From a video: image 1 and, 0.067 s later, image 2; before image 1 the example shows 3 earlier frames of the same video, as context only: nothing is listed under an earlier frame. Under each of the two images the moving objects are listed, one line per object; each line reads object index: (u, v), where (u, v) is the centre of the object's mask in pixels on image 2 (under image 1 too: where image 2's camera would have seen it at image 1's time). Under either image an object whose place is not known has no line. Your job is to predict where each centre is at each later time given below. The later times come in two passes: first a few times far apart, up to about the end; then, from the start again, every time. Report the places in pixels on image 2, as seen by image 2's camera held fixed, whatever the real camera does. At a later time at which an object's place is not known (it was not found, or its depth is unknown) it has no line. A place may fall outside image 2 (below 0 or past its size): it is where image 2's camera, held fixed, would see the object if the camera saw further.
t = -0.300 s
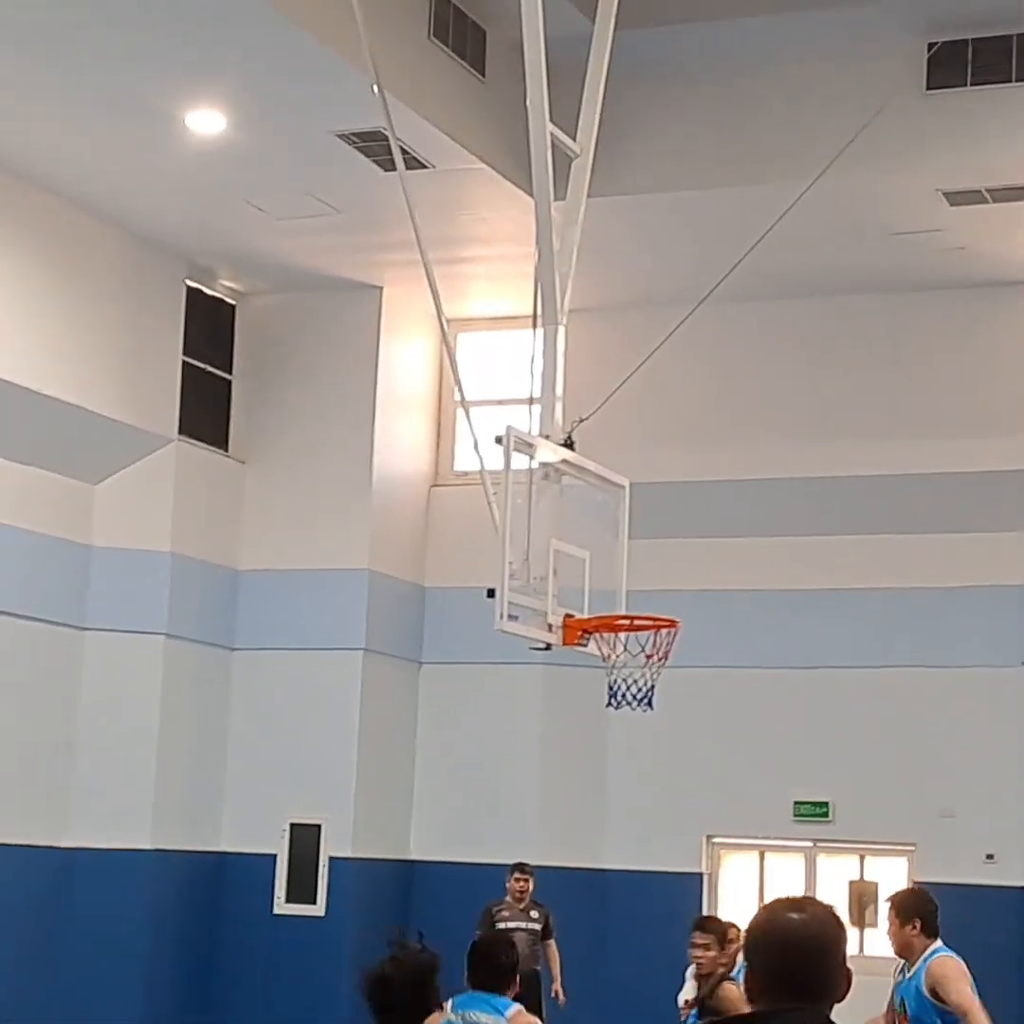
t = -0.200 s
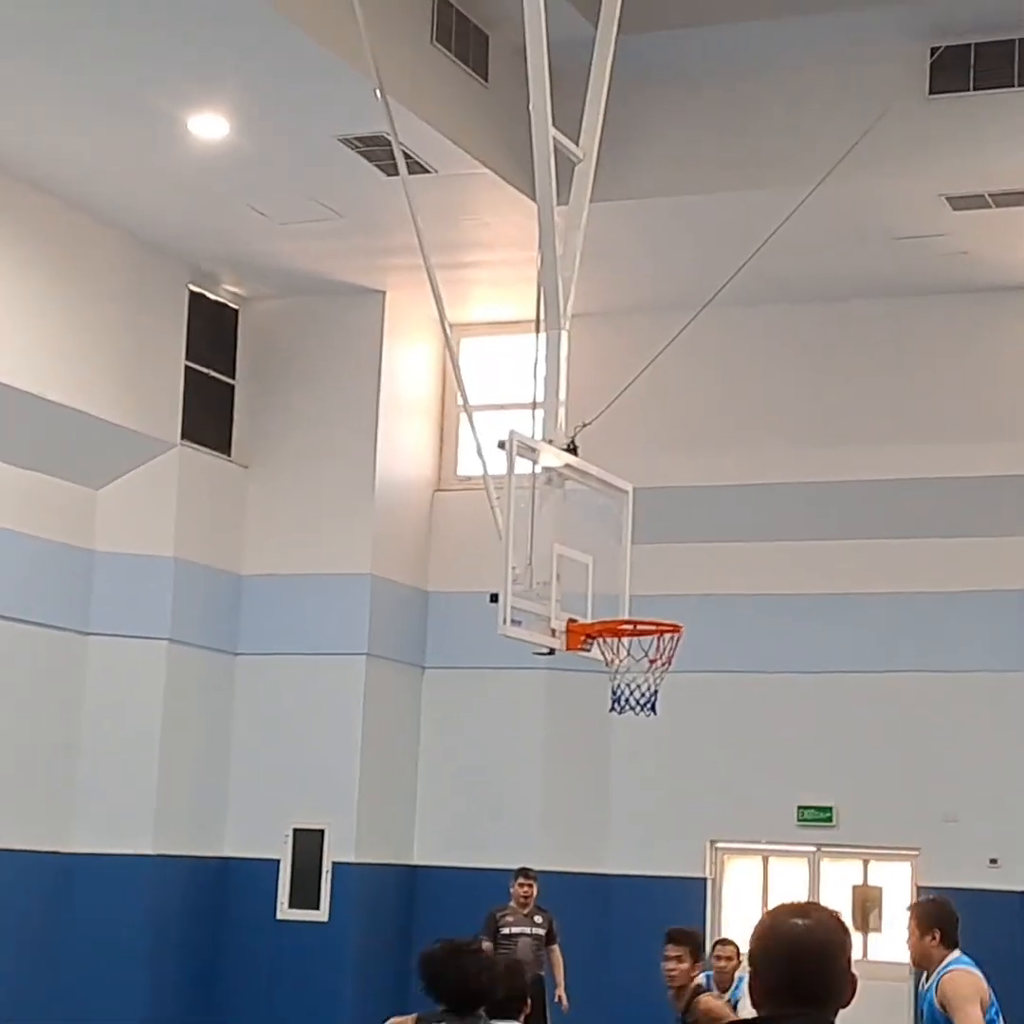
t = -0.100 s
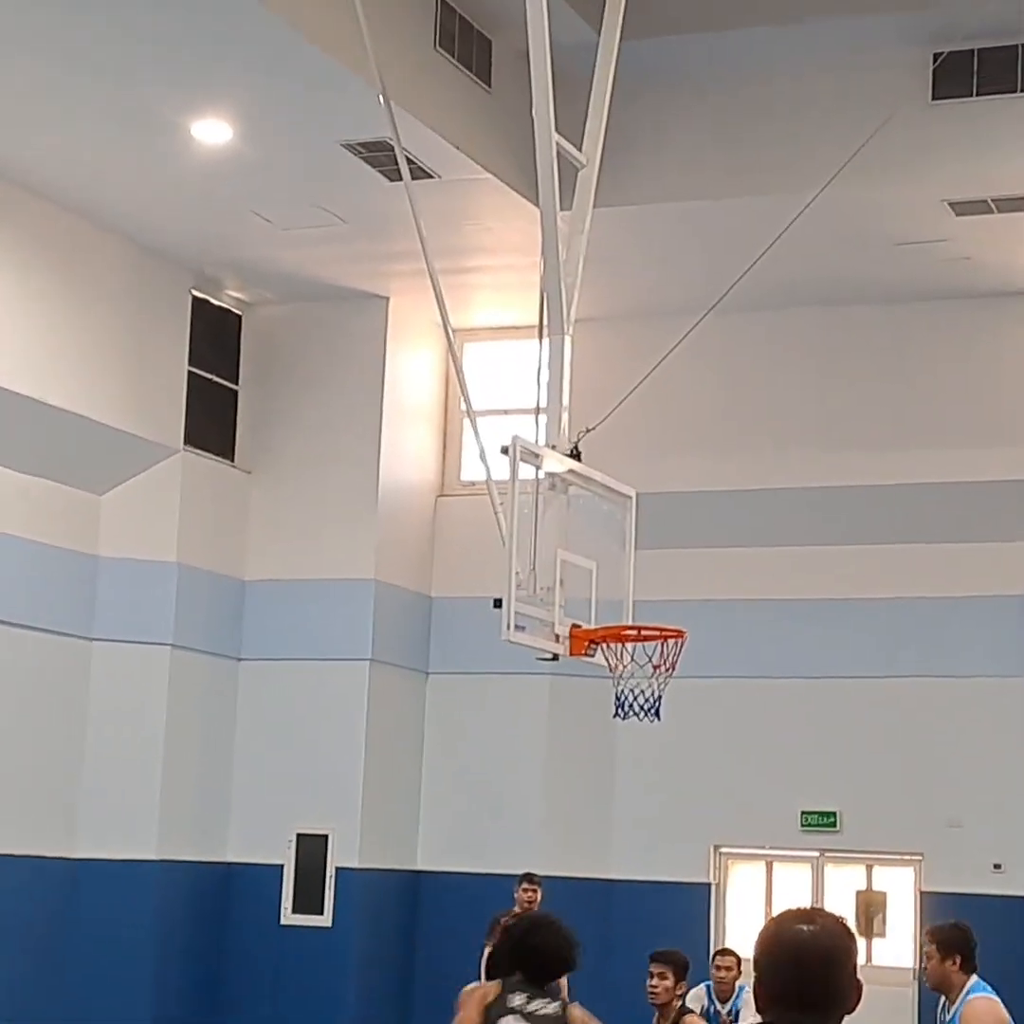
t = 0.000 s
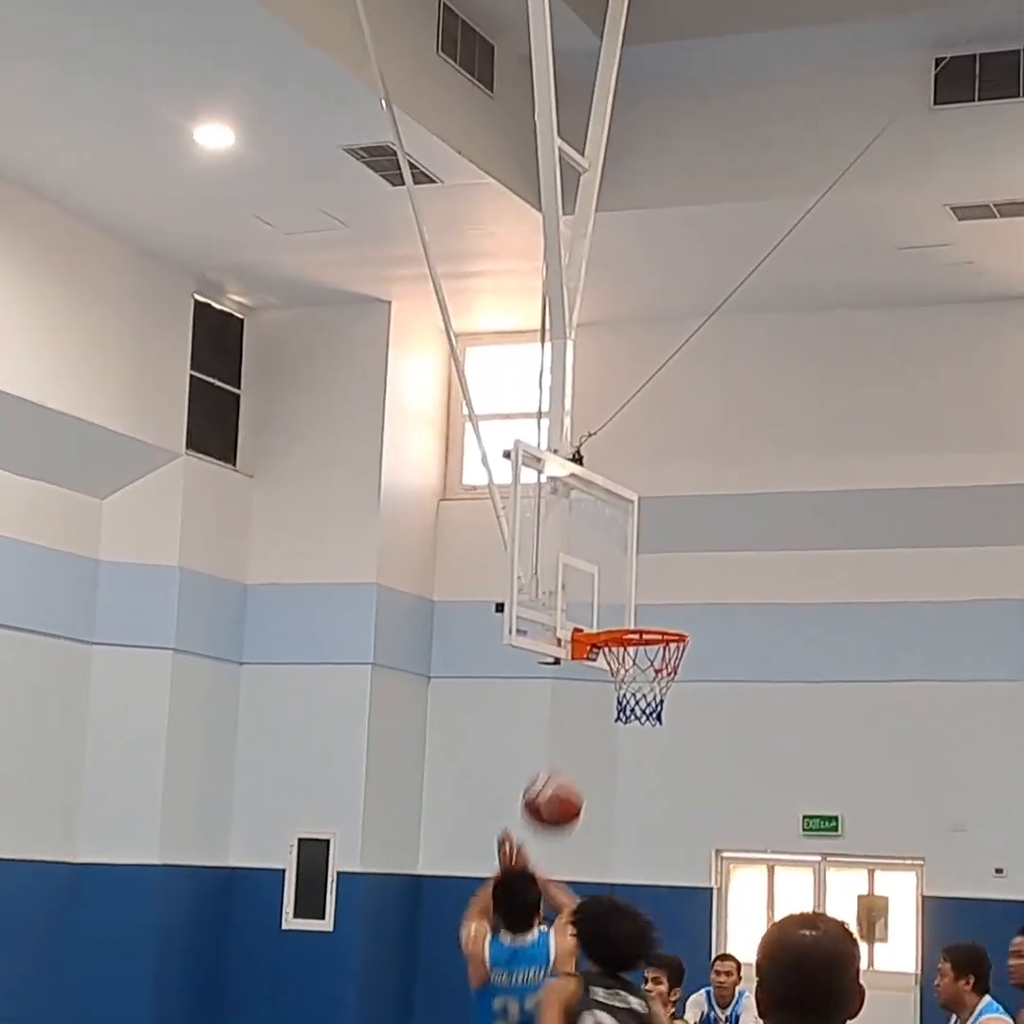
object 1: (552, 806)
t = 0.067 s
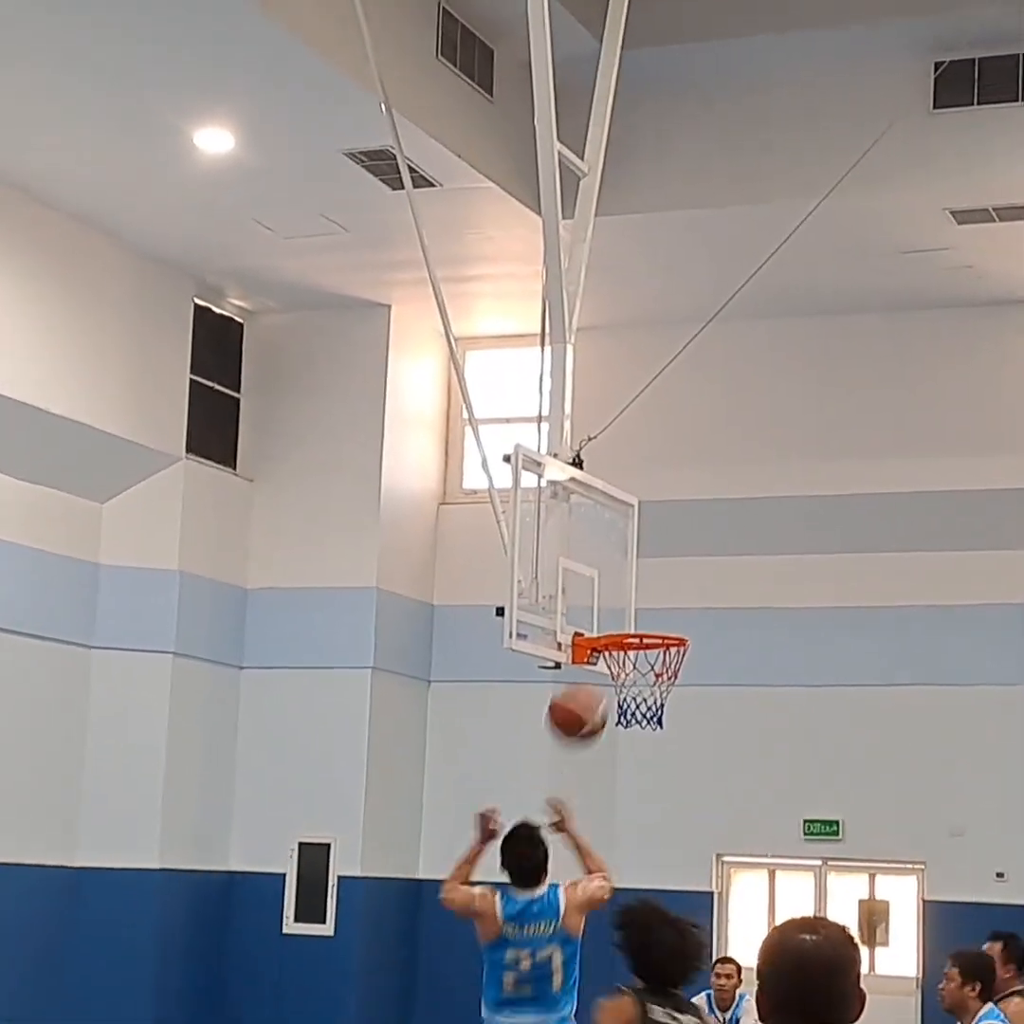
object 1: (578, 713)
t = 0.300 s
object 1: (661, 474)
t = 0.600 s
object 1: (760, 356)
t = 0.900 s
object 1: (858, 451)
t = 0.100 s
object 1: (588, 674)
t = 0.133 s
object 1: (601, 633)
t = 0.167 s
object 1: (613, 594)
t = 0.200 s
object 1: (625, 561)
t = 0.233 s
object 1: (638, 529)
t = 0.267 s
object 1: (649, 502)
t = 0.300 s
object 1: (661, 474)
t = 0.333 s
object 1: (672, 450)
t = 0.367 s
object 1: (683, 430)
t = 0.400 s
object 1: (694, 411)
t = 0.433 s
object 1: (705, 396)
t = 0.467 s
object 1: (716, 383)
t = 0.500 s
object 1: (727, 372)
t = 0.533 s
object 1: (739, 365)
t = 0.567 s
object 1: (750, 359)
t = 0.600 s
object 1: (760, 356)
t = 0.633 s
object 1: (771, 356)
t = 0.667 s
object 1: (783, 359)
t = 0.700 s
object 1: (793, 364)
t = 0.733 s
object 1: (804, 371)
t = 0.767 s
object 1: (815, 382)
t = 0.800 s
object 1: (825, 395)
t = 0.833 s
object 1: (836, 412)
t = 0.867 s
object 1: (847, 429)
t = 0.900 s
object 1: (858, 451)
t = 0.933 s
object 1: (869, 476)
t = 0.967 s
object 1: (880, 505)
